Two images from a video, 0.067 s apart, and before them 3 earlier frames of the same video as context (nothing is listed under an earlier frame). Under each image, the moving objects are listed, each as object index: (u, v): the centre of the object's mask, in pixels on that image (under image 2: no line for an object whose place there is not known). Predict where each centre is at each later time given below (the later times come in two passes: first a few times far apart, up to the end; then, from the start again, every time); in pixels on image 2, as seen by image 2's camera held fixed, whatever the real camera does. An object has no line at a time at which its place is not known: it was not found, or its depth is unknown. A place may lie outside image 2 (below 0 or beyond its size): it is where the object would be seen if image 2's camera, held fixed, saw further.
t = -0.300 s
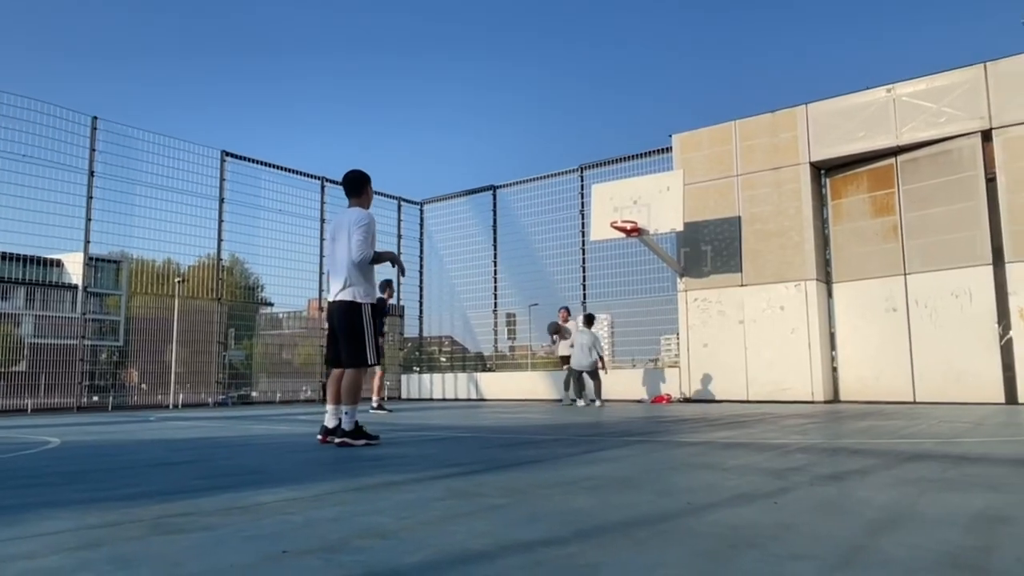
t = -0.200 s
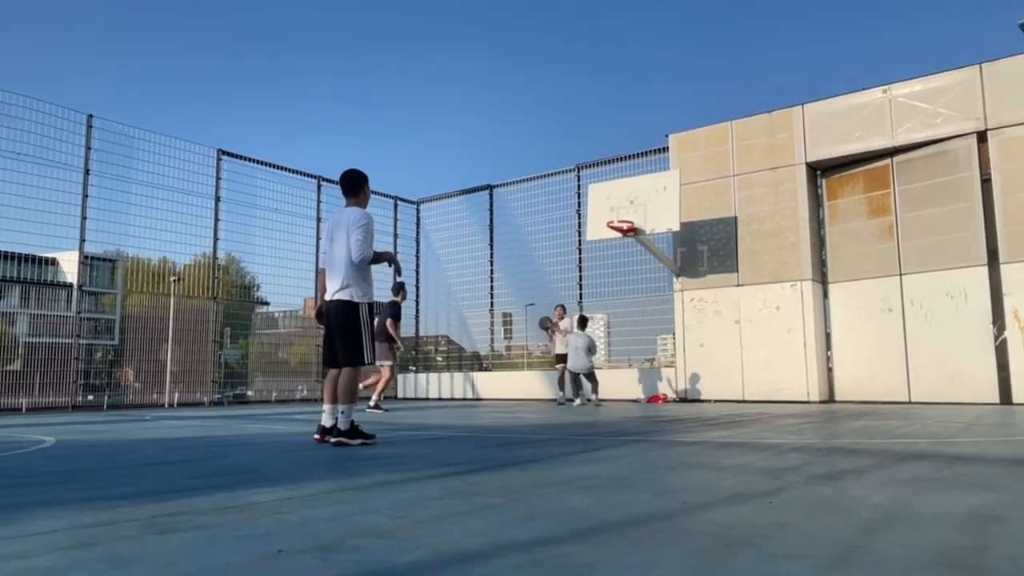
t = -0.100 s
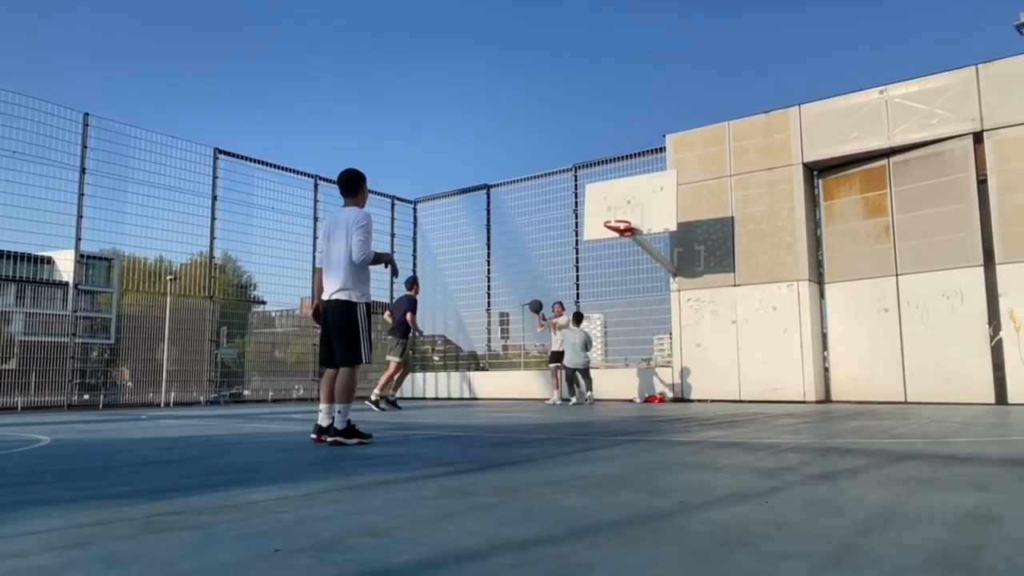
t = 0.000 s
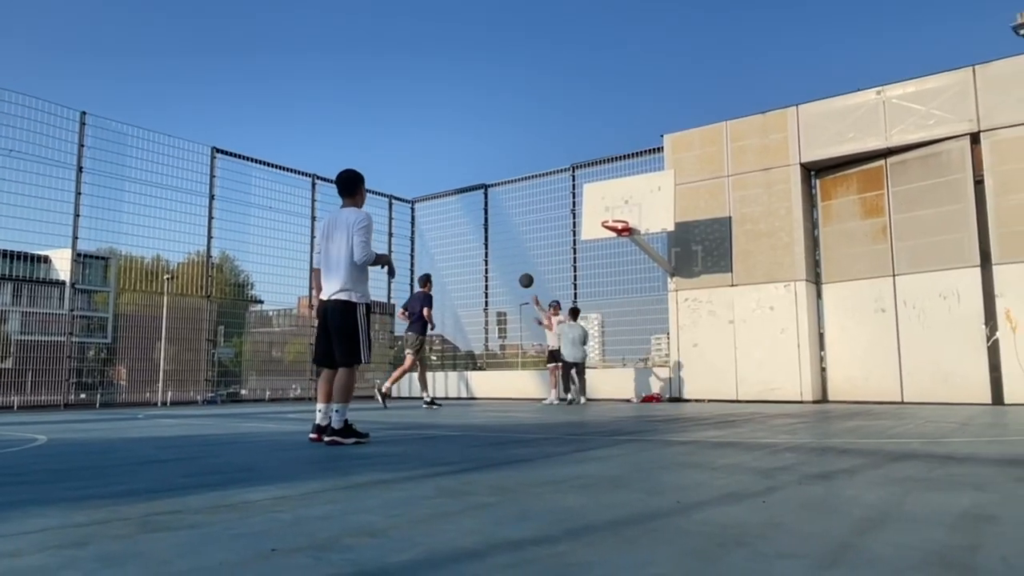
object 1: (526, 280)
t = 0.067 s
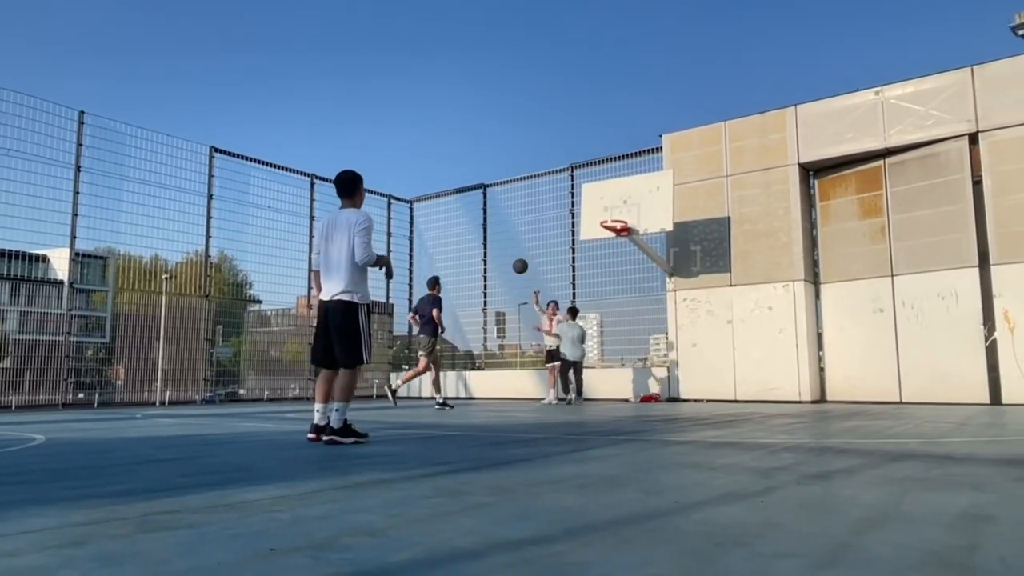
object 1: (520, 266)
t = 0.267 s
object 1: (502, 233)
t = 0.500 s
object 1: (474, 223)
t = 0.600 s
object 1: (457, 232)
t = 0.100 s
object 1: (517, 259)
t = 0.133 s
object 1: (515, 253)
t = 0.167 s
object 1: (512, 247)
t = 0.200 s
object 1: (509, 242)
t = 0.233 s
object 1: (506, 237)
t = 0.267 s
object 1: (502, 233)
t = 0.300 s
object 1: (499, 229)
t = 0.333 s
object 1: (496, 226)
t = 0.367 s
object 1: (492, 224)
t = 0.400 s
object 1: (487, 222)
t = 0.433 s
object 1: (483, 221)
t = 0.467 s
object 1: (479, 222)
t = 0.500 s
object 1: (474, 223)
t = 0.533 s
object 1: (469, 225)
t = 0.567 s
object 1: (463, 228)
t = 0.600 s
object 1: (457, 232)
